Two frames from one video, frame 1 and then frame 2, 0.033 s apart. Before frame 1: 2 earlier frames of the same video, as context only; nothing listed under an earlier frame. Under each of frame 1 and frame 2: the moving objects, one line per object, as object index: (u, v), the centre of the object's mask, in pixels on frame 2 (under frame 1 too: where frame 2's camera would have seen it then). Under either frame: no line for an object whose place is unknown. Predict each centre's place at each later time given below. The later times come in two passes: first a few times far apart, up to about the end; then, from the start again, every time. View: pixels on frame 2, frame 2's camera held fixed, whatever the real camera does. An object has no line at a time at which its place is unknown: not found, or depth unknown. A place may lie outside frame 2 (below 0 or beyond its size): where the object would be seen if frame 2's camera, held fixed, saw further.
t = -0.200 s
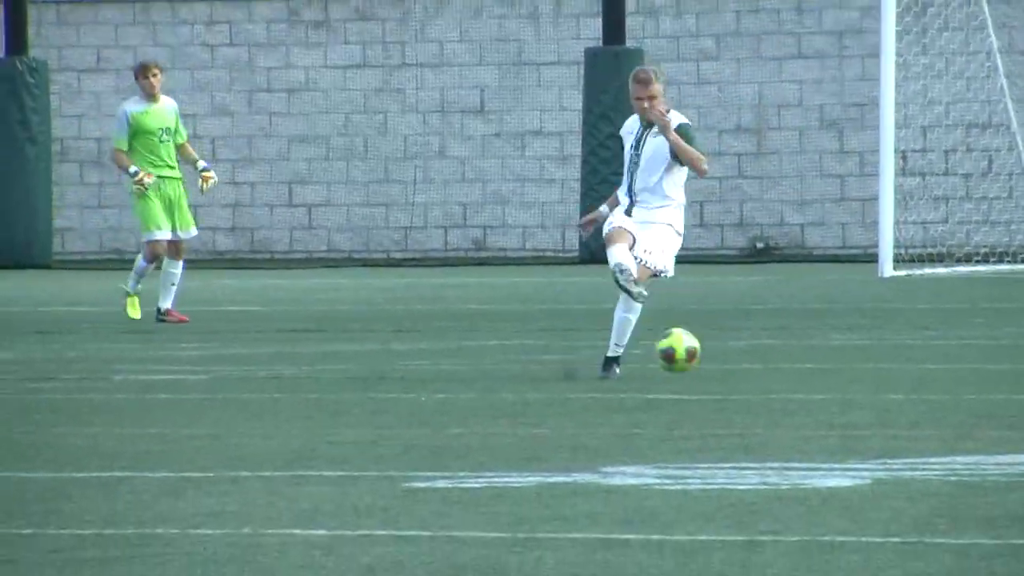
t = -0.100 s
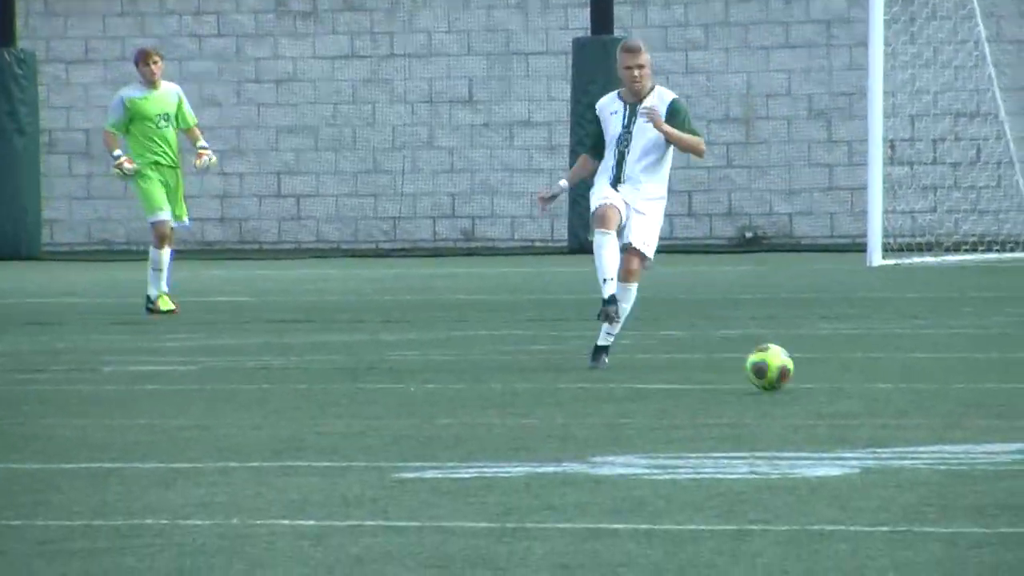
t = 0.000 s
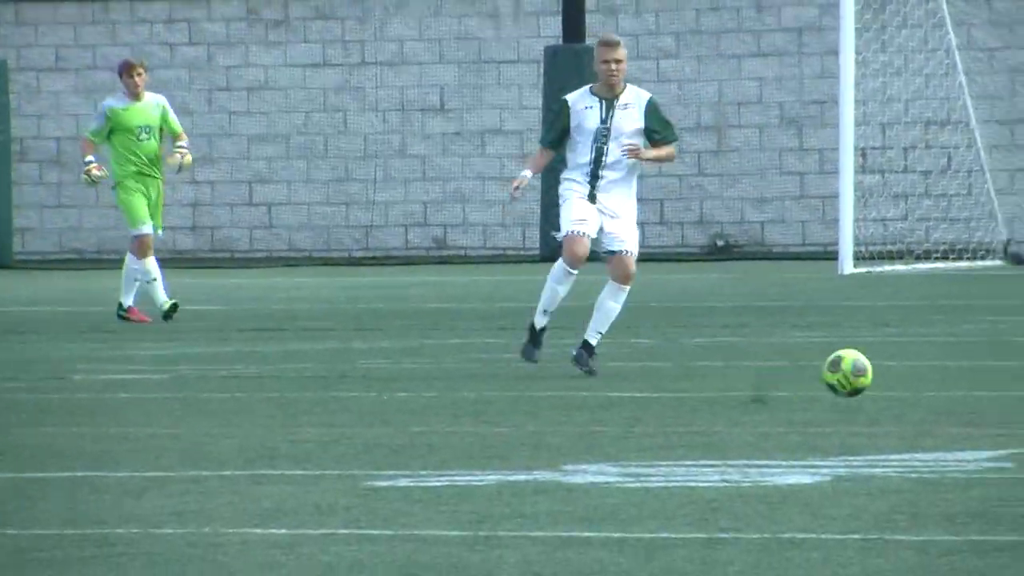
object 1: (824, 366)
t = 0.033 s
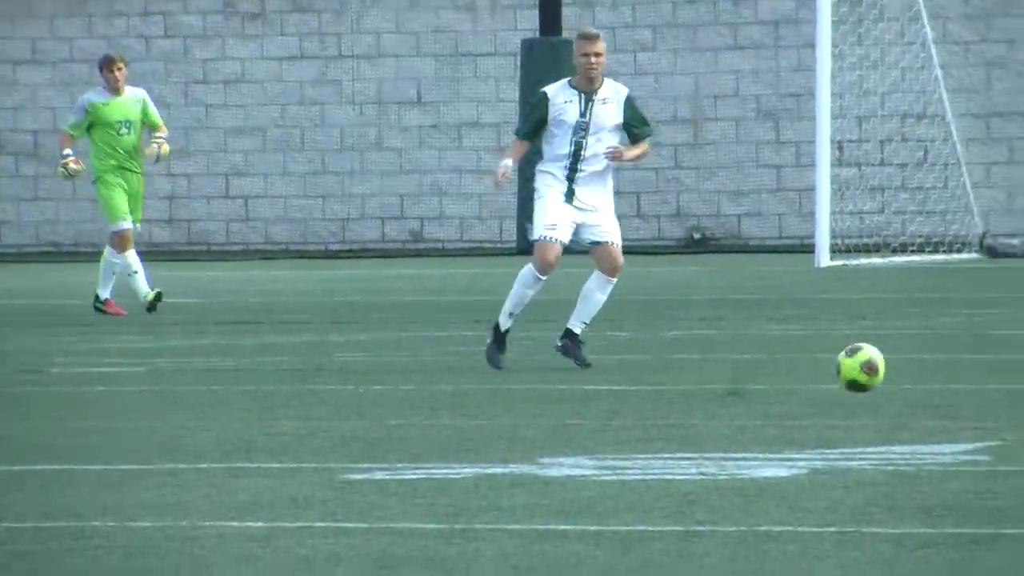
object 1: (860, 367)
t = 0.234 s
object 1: (1092, 388)
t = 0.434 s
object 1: (1338, 401)
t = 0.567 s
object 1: (1518, 438)
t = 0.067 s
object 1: (899, 374)
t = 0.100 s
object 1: (938, 384)
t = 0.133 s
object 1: (975, 392)
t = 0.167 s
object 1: (1013, 388)
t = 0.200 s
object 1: (1053, 386)
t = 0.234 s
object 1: (1092, 388)
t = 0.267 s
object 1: (1132, 394)
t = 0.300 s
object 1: (1175, 404)
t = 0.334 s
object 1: (1216, 416)
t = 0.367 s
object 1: (1256, 407)
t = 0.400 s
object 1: (1296, 402)
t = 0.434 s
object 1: (1338, 401)
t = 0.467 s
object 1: (1382, 404)
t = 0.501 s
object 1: (1426, 411)
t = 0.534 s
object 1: (1472, 421)
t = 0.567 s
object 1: (1518, 438)
